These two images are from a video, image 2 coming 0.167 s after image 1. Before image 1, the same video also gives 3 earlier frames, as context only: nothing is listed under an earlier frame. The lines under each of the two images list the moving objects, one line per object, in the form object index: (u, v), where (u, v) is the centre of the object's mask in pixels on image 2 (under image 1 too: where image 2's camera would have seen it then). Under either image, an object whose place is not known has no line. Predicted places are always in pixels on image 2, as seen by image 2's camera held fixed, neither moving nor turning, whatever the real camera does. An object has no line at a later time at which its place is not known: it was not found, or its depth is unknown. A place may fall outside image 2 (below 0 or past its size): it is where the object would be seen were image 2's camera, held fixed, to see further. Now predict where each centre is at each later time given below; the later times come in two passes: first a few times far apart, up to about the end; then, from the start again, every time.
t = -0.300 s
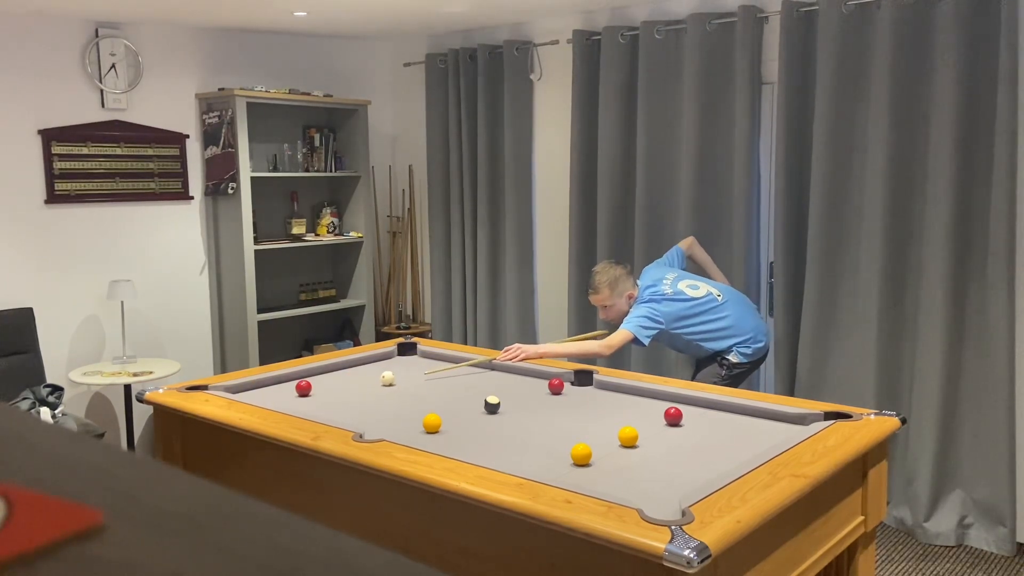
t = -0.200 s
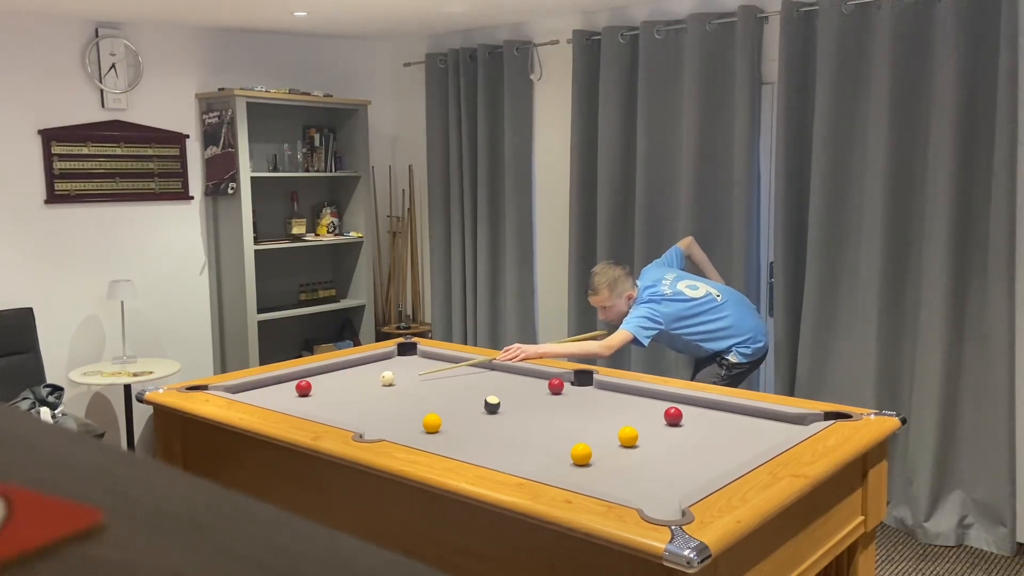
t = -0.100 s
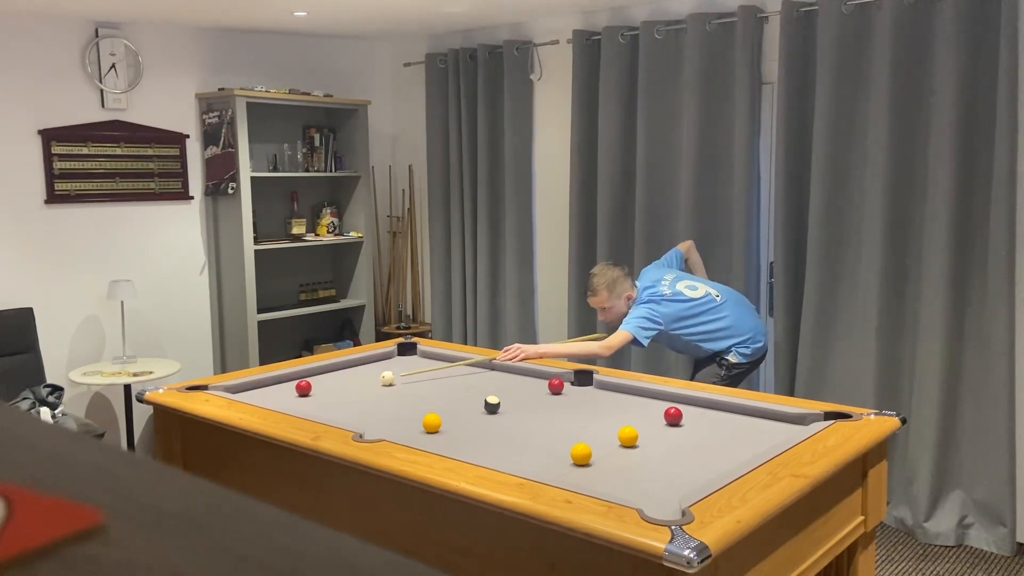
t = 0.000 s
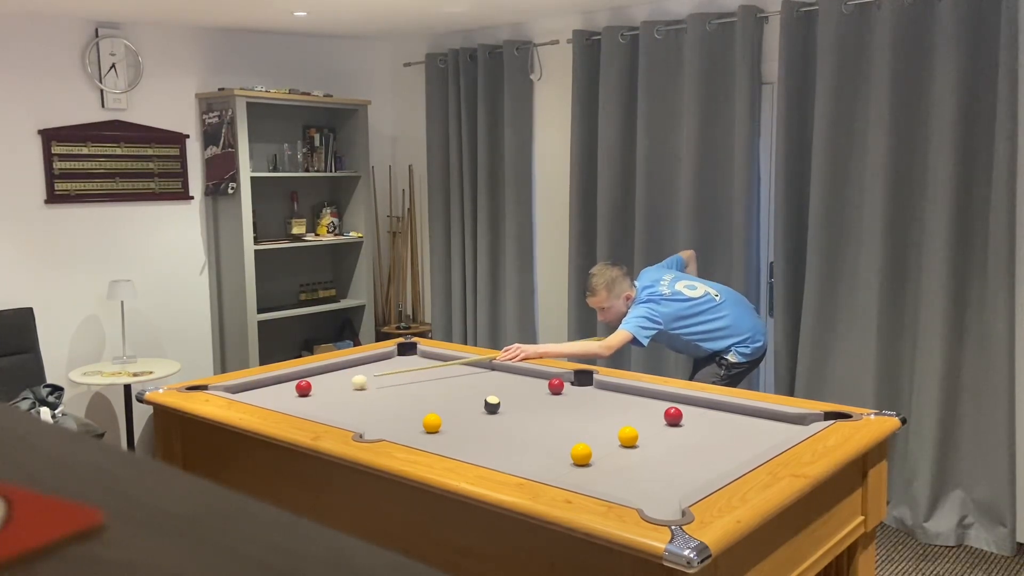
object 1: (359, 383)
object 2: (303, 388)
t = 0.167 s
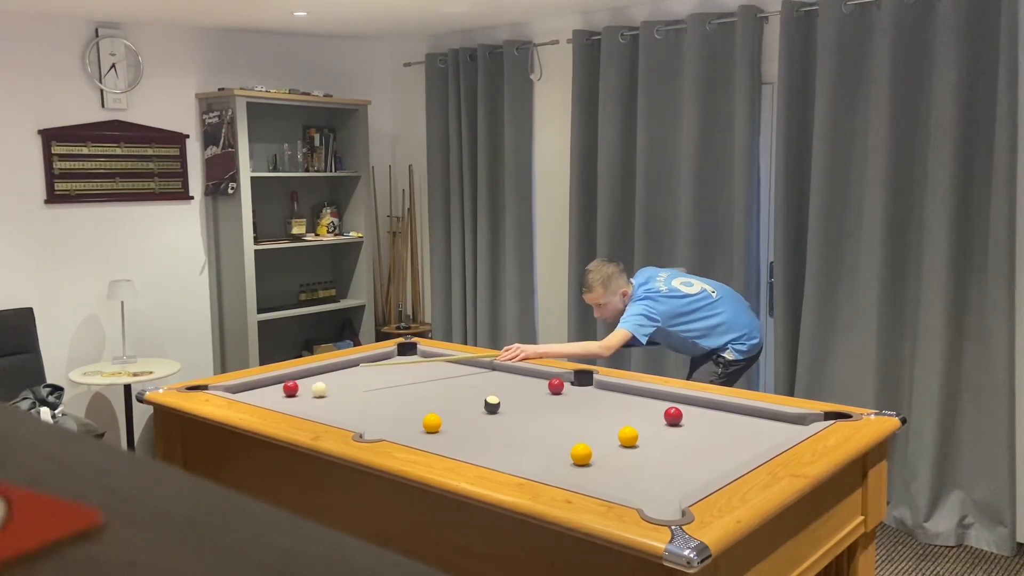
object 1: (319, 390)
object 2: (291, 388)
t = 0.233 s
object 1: (315, 393)
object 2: (276, 389)
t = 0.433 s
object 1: (299, 401)
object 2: (239, 389)
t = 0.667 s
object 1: (288, 404)
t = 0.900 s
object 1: (317, 406)
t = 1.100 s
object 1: (340, 405)
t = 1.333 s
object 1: (363, 404)
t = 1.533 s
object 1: (382, 402)
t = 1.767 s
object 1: (400, 401)
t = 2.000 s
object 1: (417, 400)
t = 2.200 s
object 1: (429, 399)
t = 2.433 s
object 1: (441, 399)
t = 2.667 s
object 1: (451, 398)
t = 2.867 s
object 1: (457, 397)
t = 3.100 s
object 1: (463, 397)
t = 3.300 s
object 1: (466, 396)
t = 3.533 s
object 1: (468, 396)
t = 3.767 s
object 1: (467, 396)
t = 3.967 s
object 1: (467, 396)
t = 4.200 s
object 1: (467, 396)
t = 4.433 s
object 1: (467, 396)
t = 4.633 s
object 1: (467, 396)
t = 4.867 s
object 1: (467, 396)
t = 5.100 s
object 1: (467, 396)
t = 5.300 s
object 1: (467, 396)
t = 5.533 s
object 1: (467, 396)
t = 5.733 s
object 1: (467, 396)
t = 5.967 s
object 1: (467, 396)
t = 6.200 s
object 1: (467, 396)
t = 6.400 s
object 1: (467, 396)
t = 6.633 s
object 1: (467, 396)
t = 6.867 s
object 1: (467, 396)
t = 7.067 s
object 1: (467, 396)
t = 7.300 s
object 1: (467, 396)
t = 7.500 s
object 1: (467, 396)
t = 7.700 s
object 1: (467, 396)
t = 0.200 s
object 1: (317, 391)
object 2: (283, 389)
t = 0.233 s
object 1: (315, 393)
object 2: (276, 389)
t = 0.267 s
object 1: (312, 394)
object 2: (270, 389)
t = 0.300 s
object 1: (310, 395)
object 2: (263, 390)
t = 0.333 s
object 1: (307, 397)
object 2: (257, 390)
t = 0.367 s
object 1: (304, 398)
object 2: (251, 390)
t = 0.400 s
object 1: (301, 399)
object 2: (244, 390)
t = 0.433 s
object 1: (299, 401)
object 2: (239, 389)
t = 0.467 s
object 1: (296, 402)
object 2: (232, 389)
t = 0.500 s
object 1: (294, 403)
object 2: (226, 388)
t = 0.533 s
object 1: (291, 403)
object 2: (219, 388)
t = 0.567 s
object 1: (289, 403)
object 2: (213, 387)
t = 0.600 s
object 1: (286, 404)
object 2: (207, 388)
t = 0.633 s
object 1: (283, 404)
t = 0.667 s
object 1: (288, 404)
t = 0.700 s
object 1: (292, 404)
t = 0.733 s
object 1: (296, 405)
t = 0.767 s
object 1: (301, 405)
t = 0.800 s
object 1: (305, 406)
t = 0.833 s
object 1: (309, 406)
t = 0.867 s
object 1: (313, 406)
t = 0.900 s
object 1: (317, 406)
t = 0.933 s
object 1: (321, 406)
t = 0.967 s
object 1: (324, 406)
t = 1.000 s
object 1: (328, 406)
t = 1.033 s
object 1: (332, 405)
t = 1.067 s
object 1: (336, 405)
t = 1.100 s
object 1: (340, 405)
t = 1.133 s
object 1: (343, 405)
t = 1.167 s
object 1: (347, 405)
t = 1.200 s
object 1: (350, 405)
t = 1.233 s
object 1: (353, 404)
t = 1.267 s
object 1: (357, 404)
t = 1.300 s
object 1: (360, 404)
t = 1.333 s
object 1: (363, 404)
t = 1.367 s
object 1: (366, 404)
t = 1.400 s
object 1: (369, 403)
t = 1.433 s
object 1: (373, 403)
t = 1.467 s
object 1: (376, 403)
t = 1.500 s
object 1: (378, 403)
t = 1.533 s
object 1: (382, 402)
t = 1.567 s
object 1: (384, 402)
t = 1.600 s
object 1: (387, 402)
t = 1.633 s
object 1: (389, 402)
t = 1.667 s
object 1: (392, 402)
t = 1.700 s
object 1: (395, 402)
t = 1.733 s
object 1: (398, 401)
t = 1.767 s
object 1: (400, 401)
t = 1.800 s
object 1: (403, 401)
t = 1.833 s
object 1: (405, 401)
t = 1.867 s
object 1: (408, 401)
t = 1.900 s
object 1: (410, 401)
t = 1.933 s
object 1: (412, 400)
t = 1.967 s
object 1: (415, 401)
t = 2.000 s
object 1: (417, 400)
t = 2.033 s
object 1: (419, 400)
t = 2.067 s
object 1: (421, 400)
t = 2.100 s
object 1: (423, 400)
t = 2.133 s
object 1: (425, 400)
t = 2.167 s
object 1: (427, 400)
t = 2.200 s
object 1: (429, 399)
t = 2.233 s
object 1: (431, 399)
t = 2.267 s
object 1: (433, 399)
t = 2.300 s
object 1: (435, 399)
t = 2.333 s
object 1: (436, 399)
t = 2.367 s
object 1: (438, 399)
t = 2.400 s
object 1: (440, 398)
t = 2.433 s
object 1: (441, 399)
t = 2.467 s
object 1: (443, 398)
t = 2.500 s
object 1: (444, 398)
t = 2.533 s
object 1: (446, 398)
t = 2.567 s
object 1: (447, 398)
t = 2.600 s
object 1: (448, 398)
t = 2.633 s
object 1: (449, 398)
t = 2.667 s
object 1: (451, 398)
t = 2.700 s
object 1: (452, 398)
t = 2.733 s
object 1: (453, 398)
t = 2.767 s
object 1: (454, 398)
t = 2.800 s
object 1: (455, 397)
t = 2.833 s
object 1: (456, 397)
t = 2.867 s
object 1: (457, 397)
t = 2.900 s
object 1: (458, 397)
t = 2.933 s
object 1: (459, 397)
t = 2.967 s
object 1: (460, 397)
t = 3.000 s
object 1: (461, 397)
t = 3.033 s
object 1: (462, 397)
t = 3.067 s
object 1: (462, 397)
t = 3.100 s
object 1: (463, 397)
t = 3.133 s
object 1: (464, 397)
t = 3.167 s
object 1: (465, 397)
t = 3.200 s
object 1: (465, 397)
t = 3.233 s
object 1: (465, 397)
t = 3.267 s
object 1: (466, 397)
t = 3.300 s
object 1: (466, 396)
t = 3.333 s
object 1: (466, 397)
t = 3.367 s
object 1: (467, 397)
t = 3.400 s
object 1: (467, 396)
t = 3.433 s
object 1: (468, 396)
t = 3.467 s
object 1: (468, 396)
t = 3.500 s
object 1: (468, 396)
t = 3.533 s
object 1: (468, 396)
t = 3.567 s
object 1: (468, 396)
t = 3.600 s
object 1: (468, 396)
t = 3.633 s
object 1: (468, 396)
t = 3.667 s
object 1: (468, 396)
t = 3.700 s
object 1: (467, 396)
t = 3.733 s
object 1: (467, 396)
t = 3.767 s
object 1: (467, 396)
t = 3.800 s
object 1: (467, 396)
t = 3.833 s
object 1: (467, 396)
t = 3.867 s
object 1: (467, 396)
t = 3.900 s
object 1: (467, 396)
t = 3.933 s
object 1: (467, 396)
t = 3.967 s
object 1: (467, 396)
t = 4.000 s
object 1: (467, 396)
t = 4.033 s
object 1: (467, 396)
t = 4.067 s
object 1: (467, 396)
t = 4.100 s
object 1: (467, 396)
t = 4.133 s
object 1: (467, 396)
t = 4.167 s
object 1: (467, 396)
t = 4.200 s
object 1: (467, 396)
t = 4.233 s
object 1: (467, 396)
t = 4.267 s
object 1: (467, 396)
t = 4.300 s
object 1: (467, 396)
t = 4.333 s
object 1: (467, 396)
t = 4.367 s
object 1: (467, 396)
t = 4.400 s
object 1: (467, 396)
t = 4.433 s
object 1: (467, 396)
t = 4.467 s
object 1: (467, 396)
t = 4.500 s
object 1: (467, 396)
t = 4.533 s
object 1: (467, 396)
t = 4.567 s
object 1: (467, 396)
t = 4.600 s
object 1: (467, 396)
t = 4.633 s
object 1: (467, 396)
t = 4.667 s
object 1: (467, 396)
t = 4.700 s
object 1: (467, 396)
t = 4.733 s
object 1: (467, 396)
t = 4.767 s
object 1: (467, 396)
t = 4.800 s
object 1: (467, 396)
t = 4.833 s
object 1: (467, 396)
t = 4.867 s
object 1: (467, 396)
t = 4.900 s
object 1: (467, 396)
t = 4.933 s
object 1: (467, 396)
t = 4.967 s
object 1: (467, 396)
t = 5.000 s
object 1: (467, 396)
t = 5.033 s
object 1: (467, 396)
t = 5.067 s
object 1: (467, 396)
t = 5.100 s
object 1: (467, 396)
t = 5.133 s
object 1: (467, 396)
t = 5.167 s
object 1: (467, 396)
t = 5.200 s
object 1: (467, 396)
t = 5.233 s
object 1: (467, 396)
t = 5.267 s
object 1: (467, 396)
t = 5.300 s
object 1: (467, 396)
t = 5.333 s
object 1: (467, 396)
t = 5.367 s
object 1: (467, 396)
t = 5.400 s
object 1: (467, 396)
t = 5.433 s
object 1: (467, 396)
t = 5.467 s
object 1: (467, 396)
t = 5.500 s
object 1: (467, 396)
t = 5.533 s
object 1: (467, 396)
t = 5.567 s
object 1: (467, 396)
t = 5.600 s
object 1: (467, 396)
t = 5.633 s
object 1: (467, 396)
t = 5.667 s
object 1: (467, 396)
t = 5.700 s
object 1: (467, 396)
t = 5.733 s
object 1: (467, 396)
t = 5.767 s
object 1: (467, 396)
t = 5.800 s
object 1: (467, 396)
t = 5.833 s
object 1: (467, 396)
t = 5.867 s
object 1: (467, 396)
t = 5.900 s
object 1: (467, 396)
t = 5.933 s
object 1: (467, 397)
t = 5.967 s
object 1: (467, 396)
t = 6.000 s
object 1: (467, 396)
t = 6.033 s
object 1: (467, 396)
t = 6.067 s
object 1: (467, 396)
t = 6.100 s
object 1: (467, 396)
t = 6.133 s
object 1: (467, 396)
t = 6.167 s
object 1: (467, 396)
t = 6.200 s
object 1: (467, 396)
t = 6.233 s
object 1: (467, 396)
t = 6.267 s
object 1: (467, 396)
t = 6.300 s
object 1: (467, 396)
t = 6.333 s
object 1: (467, 396)
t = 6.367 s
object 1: (467, 396)
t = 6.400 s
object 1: (467, 396)
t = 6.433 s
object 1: (467, 396)
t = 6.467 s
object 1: (467, 396)
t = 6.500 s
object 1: (467, 396)
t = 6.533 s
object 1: (467, 396)
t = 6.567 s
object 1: (467, 396)
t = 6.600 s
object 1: (467, 396)
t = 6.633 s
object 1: (467, 396)
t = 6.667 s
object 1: (467, 396)
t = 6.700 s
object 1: (467, 396)
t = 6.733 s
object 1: (467, 396)
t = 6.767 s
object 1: (467, 396)
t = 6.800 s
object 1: (467, 396)
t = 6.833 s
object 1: (467, 396)
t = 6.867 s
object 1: (467, 396)
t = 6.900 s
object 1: (467, 396)
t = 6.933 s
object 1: (467, 396)
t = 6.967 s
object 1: (467, 396)
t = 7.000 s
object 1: (467, 396)
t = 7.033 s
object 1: (467, 396)
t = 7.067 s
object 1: (467, 396)
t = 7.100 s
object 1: (467, 396)
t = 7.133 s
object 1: (467, 396)
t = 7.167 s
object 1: (467, 396)
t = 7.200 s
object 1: (467, 396)
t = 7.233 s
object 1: (467, 396)
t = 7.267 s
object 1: (467, 396)
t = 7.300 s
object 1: (467, 396)
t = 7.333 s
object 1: (467, 396)
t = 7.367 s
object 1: (467, 396)
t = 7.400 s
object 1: (467, 396)
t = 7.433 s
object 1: (467, 396)
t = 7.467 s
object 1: (467, 396)
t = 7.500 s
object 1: (467, 396)
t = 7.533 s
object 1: (467, 396)
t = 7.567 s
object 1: (467, 396)
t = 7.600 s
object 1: (467, 396)
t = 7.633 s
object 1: (467, 396)
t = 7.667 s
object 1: (467, 396)
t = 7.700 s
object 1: (467, 396)
